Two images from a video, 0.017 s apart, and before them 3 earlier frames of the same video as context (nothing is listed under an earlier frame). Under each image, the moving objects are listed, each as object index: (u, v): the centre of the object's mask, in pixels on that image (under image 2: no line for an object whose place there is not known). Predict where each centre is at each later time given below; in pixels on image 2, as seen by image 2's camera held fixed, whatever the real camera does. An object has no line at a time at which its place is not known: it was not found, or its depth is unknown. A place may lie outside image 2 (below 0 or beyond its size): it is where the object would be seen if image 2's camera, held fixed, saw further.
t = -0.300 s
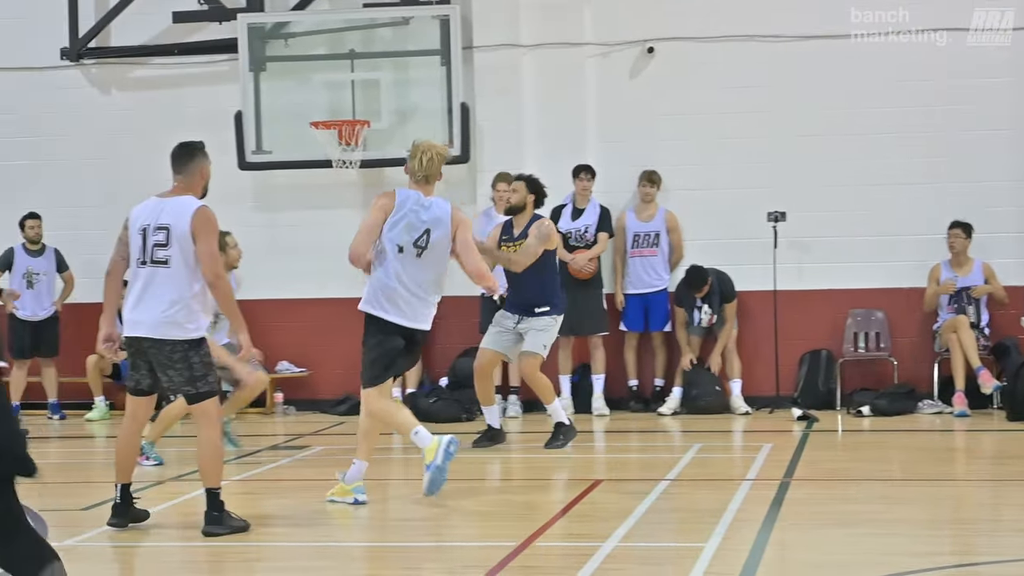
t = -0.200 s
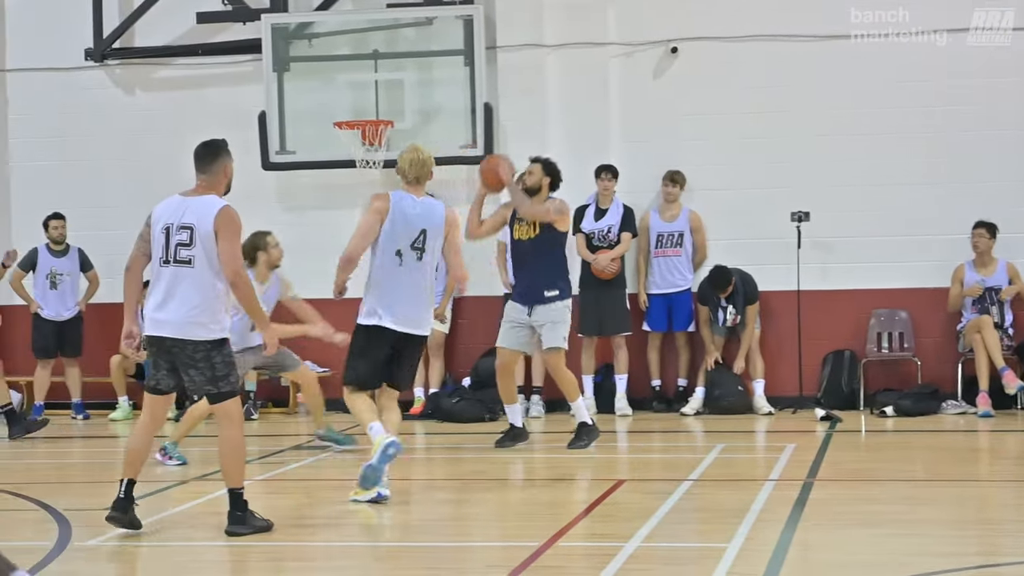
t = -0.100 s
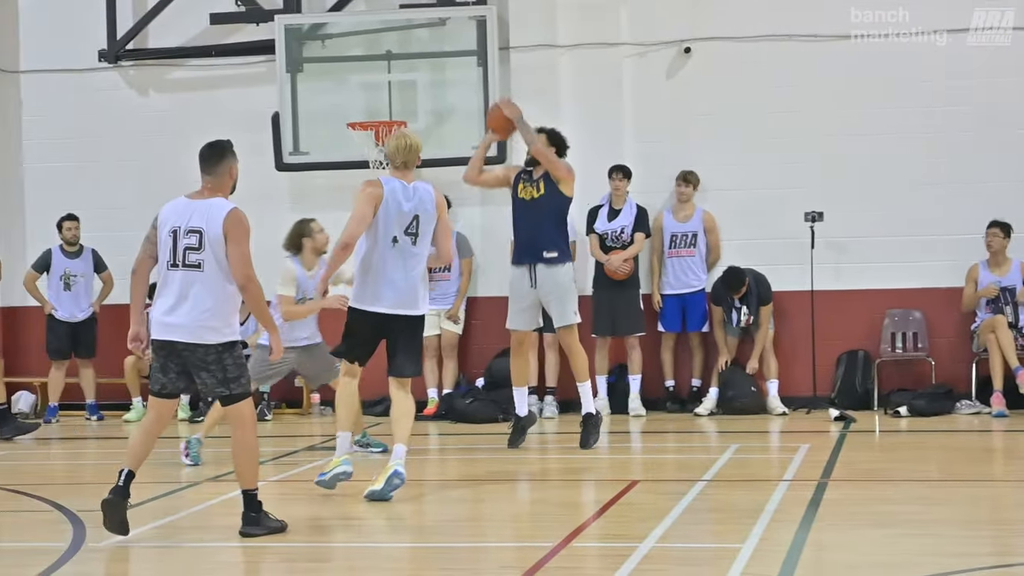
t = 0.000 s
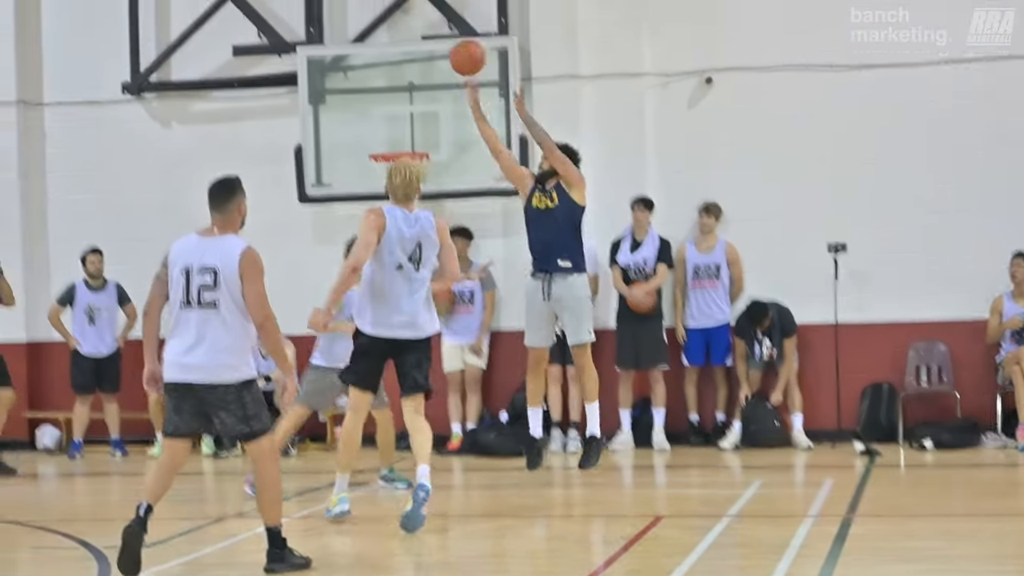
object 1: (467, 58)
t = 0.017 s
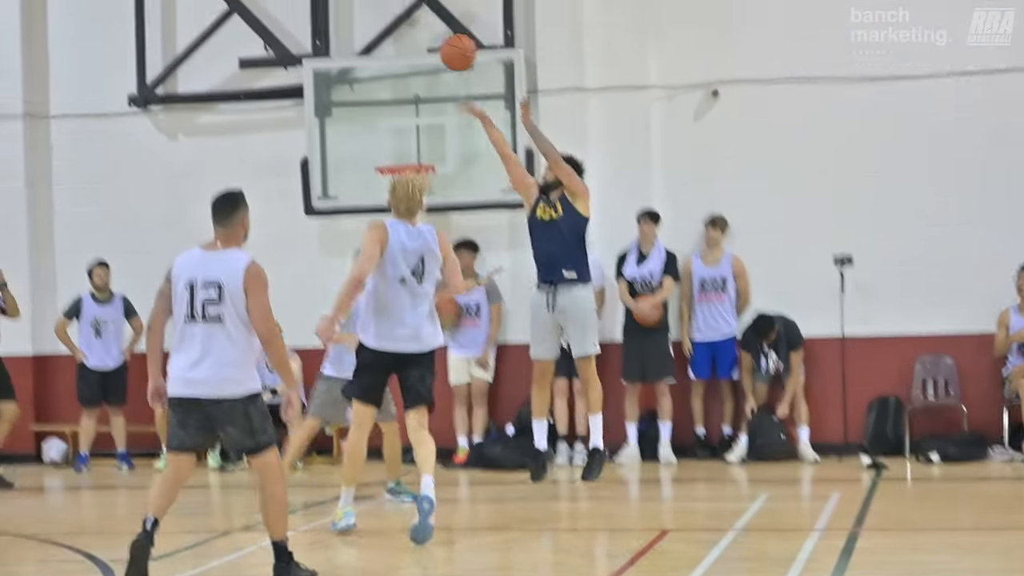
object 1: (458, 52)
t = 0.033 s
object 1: (442, 34)
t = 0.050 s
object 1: (426, 16)
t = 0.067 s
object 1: (410, -1)
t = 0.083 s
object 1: (393, -18)
